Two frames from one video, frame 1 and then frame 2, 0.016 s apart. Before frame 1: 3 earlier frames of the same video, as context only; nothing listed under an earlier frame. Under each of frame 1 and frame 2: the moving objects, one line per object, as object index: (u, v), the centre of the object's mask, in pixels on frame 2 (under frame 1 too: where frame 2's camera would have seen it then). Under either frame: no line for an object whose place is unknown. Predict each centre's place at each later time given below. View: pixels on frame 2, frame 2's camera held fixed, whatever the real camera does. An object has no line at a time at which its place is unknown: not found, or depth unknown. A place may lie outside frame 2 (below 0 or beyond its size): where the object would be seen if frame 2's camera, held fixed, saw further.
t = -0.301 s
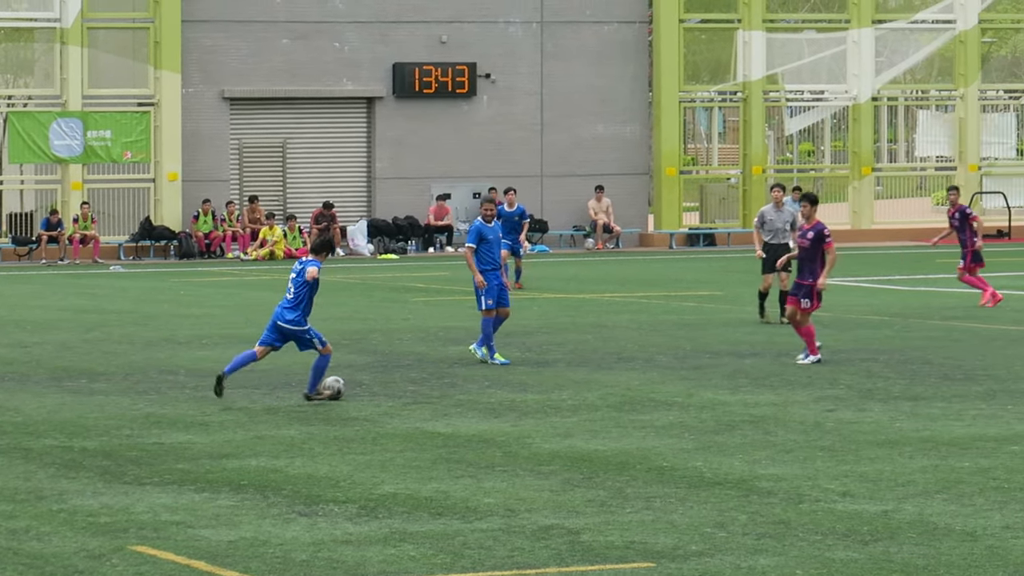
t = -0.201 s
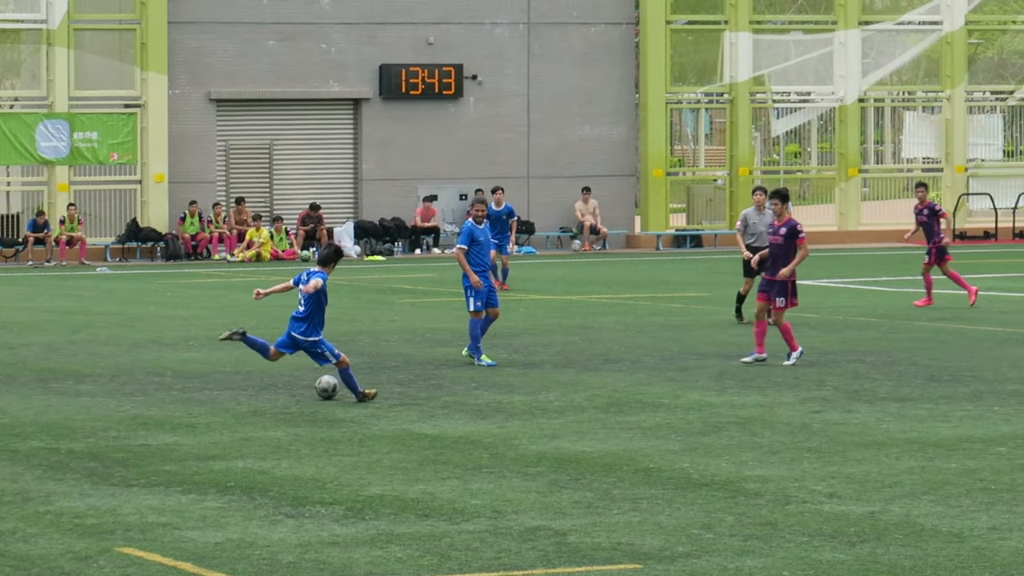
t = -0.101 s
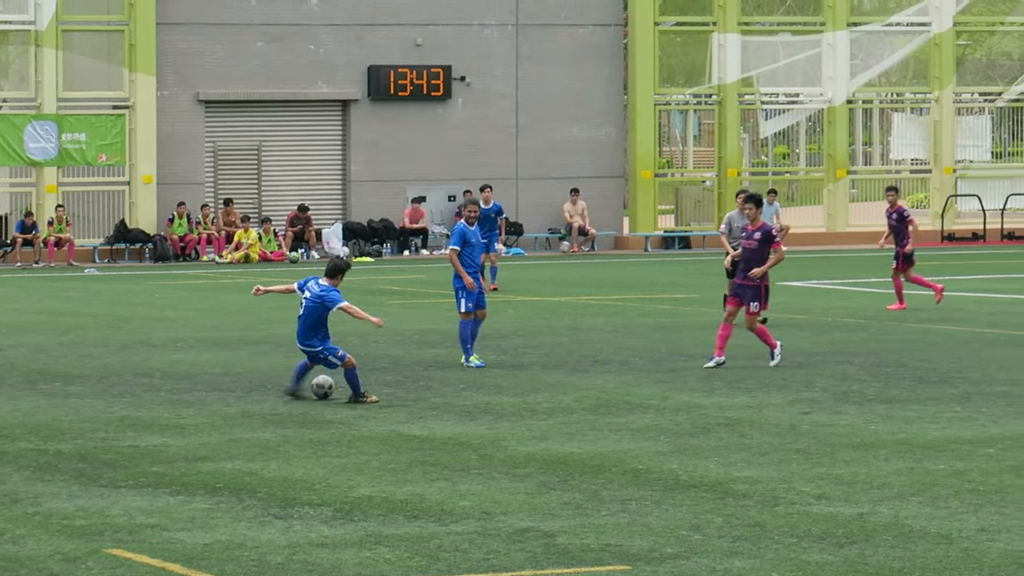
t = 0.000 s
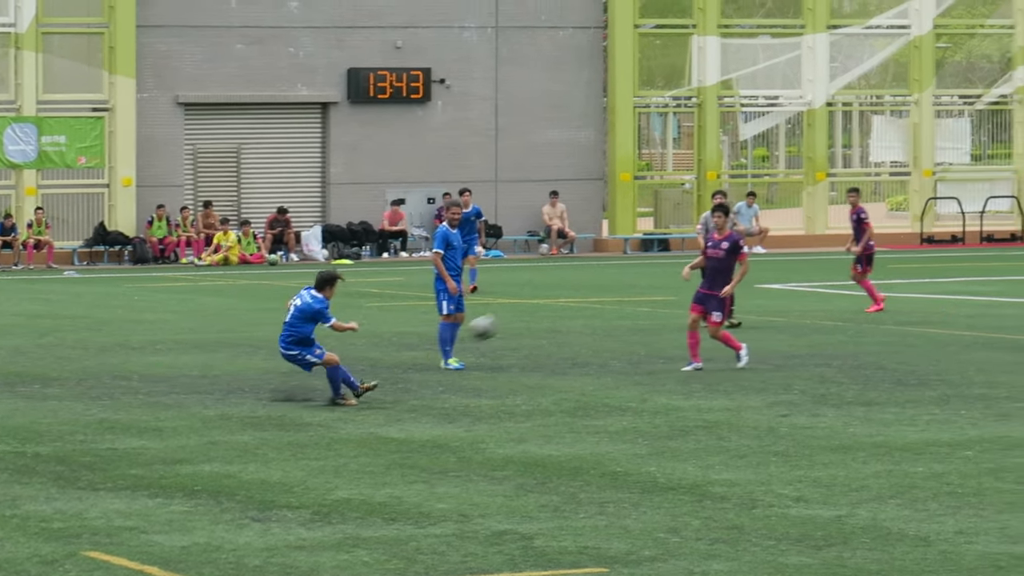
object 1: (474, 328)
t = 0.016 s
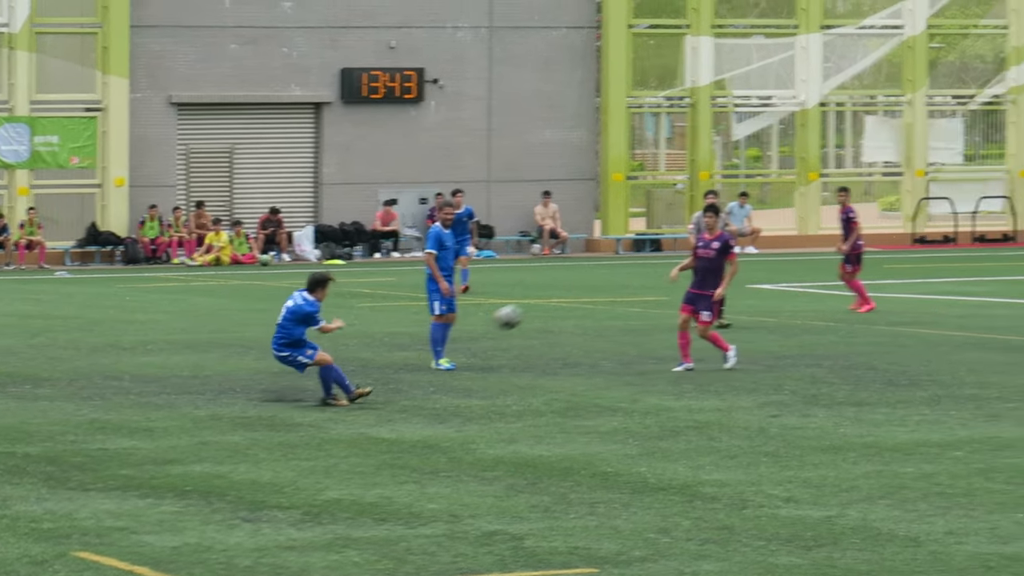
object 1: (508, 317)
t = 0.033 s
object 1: (542, 306)
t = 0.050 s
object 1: (575, 295)
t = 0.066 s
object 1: (609, 284)
